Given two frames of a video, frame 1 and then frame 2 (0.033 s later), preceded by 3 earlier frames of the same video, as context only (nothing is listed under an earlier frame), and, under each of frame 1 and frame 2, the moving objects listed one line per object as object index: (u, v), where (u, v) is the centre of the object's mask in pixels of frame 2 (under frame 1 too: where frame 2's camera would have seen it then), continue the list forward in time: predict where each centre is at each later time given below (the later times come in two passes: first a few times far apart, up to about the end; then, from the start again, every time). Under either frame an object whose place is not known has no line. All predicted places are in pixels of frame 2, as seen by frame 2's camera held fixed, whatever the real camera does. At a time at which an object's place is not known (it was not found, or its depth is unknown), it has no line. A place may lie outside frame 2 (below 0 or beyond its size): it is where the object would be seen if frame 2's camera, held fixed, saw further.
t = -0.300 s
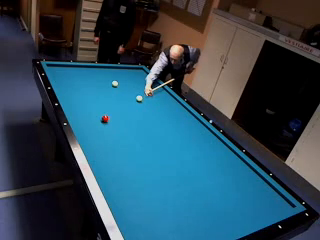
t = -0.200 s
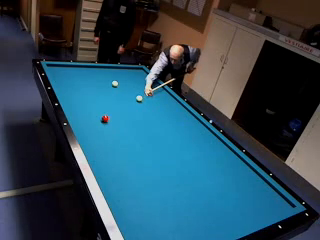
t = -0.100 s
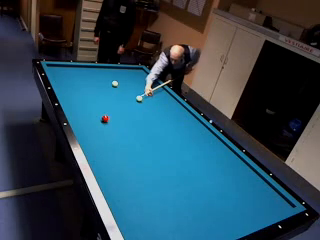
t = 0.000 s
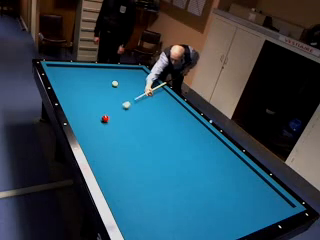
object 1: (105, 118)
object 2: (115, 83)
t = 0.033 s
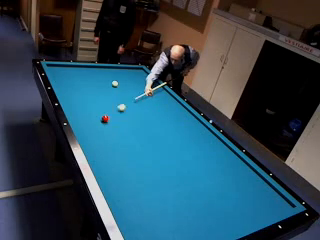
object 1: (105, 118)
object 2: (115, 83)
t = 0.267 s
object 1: (97, 134)
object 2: (115, 83)
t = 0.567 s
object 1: (108, 159)
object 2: (115, 83)
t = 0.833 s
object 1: (135, 176)
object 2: (115, 83)
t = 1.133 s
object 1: (167, 197)
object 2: (115, 83)
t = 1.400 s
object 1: (199, 216)
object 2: (115, 83)
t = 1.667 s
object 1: (224, 225)
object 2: (114, 81)
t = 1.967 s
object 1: (227, 204)
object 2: (113, 77)
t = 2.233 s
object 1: (229, 188)
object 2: (112, 75)
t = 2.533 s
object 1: (231, 173)
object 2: (111, 72)
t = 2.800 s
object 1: (233, 162)
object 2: (110, 69)
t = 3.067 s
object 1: (233, 152)
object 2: (109, 67)
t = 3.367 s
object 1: (218, 146)
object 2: (110, 67)
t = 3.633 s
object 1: (206, 141)
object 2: (112, 68)
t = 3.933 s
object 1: (192, 135)
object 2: (114, 70)
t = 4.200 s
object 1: (181, 131)
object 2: (115, 71)
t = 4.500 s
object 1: (169, 125)
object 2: (117, 72)
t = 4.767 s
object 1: (159, 121)
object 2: (118, 73)
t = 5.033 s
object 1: (149, 117)
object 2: (119, 74)
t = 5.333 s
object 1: (139, 112)
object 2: (120, 74)
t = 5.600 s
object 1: (131, 109)
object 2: (121, 75)
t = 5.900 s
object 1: (121, 105)
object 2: (121, 75)
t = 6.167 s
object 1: (114, 101)
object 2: (121, 76)
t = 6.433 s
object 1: (107, 99)
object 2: (122, 76)
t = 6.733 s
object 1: (99, 95)
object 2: (122, 76)
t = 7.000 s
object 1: (93, 92)
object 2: (122, 76)
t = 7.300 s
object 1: (86, 90)
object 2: (122, 76)
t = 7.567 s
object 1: (80, 87)
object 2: (122, 76)
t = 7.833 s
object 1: (75, 85)
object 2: (122, 76)
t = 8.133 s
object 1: (69, 83)
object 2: (122, 76)
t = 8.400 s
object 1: (65, 81)
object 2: (122, 76)
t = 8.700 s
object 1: (60, 79)
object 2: (122, 76)
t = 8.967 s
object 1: (56, 77)
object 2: (122, 76)
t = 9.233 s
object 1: (55, 76)
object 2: (122, 76)
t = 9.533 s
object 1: (56, 75)
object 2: (122, 76)
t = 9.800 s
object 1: (56, 75)
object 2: (122, 76)
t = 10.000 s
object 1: (57, 74)
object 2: (122, 76)
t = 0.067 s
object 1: (105, 119)
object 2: (115, 83)
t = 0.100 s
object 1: (105, 119)
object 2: (115, 83)
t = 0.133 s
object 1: (105, 119)
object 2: (115, 83)
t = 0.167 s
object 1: (102, 123)
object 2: (115, 83)
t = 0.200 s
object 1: (101, 127)
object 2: (115, 83)
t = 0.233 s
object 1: (99, 130)
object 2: (115, 83)
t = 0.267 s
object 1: (97, 134)
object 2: (115, 83)
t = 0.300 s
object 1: (95, 138)
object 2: (115, 83)
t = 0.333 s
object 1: (93, 142)
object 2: (115, 83)
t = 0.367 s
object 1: (92, 145)
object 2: (115, 83)
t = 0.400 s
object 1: (92, 149)
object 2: (115, 83)
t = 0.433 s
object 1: (95, 151)
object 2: (115, 83)
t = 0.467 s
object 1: (99, 153)
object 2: (115, 83)
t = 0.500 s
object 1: (102, 155)
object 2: (115, 83)
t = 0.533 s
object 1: (105, 157)
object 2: (115, 83)
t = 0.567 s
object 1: (108, 159)
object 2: (115, 83)
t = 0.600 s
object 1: (111, 161)
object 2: (115, 83)
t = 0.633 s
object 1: (115, 163)
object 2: (115, 83)
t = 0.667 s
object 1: (118, 165)
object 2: (115, 83)
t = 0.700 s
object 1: (121, 167)
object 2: (115, 83)
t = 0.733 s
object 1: (125, 169)
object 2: (115, 83)
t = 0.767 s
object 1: (128, 171)
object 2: (115, 83)
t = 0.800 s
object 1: (131, 174)
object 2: (115, 83)
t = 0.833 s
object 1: (135, 176)
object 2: (115, 83)
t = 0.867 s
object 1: (138, 178)
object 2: (115, 83)
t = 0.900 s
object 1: (142, 180)
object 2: (115, 83)
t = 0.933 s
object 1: (145, 182)
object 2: (115, 83)
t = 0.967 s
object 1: (149, 185)
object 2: (115, 83)
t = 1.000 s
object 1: (152, 187)
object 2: (115, 83)
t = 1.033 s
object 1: (156, 189)
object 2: (115, 83)
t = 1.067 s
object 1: (160, 192)
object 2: (115, 83)
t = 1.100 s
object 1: (163, 194)
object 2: (115, 83)
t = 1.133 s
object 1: (167, 197)
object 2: (115, 83)
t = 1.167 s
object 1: (171, 199)
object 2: (115, 83)
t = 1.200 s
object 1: (175, 201)
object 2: (115, 83)
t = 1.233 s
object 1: (179, 203)
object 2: (115, 83)
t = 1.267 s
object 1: (183, 206)
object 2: (115, 83)
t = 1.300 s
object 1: (186, 208)
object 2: (115, 83)
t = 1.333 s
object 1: (191, 211)
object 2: (115, 83)
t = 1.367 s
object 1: (195, 213)
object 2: (115, 83)
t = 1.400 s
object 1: (199, 216)
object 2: (115, 83)
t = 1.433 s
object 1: (203, 219)
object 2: (115, 82)
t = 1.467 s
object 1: (207, 221)
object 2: (115, 83)
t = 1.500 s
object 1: (211, 224)
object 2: (115, 84)
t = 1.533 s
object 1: (215, 227)
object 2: (114, 81)
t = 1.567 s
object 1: (220, 229)
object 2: (114, 81)
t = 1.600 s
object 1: (223, 230)
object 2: (114, 81)
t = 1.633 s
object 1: (224, 228)
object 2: (114, 81)
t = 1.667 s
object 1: (224, 225)
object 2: (114, 81)
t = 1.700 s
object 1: (224, 223)
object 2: (114, 81)
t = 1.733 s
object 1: (224, 220)
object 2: (114, 80)
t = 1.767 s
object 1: (225, 218)
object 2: (113, 80)
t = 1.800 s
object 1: (225, 215)
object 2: (113, 79)
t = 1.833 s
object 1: (225, 213)
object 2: (113, 79)
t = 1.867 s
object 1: (226, 210)
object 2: (113, 79)
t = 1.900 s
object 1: (226, 208)
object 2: (113, 78)
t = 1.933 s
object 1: (227, 206)
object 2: (113, 78)
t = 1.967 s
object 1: (227, 204)
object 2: (113, 77)
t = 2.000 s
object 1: (227, 202)
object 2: (113, 77)
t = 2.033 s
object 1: (227, 200)
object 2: (112, 77)
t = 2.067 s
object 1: (228, 198)
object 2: (112, 76)
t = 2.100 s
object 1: (228, 196)
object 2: (112, 76)
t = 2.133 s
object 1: (228, 194)
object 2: (112, 75)
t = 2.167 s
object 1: (229, 192)
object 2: (112, 75)
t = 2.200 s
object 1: (229, 190)
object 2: (112, 75)
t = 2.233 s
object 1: (229, 188)
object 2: (112, 75)
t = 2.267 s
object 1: (229, 186)
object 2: (112, 74)
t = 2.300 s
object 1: (230, 185)
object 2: (111, 74)
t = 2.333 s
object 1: (230, 183)
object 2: (111, 74)
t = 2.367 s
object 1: (230, 181)
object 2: (111, 73)
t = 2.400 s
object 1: (231, 180)
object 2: (111, 73)
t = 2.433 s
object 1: (230, 178)
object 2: (111, 73)
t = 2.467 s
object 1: (231, 176)
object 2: (111, 72)
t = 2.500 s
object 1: (231, 175)
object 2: (111, 72)
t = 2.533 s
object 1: (231, 173)
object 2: (111, 72)
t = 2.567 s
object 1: (231, 172)
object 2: (110, 72)
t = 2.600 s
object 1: (232, 170)
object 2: (110, 71)
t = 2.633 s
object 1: (232, 169)
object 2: (110, 71)
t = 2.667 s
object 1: (232, 167)
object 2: (110, 71)
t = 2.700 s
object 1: (232, 166)
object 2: (110, 70)
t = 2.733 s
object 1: (232, 164)
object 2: (110, 70)
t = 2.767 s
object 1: (232, 163)
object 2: (110, 70)
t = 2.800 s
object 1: (233, 162)
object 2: (110, 69)
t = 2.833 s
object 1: (233, 161)
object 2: (110, 69)
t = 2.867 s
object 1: (233, 159)
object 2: (110, 69)
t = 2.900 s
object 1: (233, 158)
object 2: (109, 68)
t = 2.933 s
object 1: (234, 157)
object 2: (109, 68)
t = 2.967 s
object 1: (234, 156)
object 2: (109, 68)
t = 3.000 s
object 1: (234, 154)
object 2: (109, 68)
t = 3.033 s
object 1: (234, 153)
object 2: (109, 67)
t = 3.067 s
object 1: (233, 152)
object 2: (109, 67)
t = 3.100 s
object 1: (231, 151)
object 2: (109, 67)
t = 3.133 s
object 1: (229, 151)
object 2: (109, 67)
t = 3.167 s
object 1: (228, 150)
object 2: (109, 66)
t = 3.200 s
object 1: (226, 149)
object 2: (109, 67)
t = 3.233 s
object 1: (224, 149)
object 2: (109, 67)
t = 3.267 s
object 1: (223, 148)
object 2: (109, 67)
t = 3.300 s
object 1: (221, 147)
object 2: (110, 67)
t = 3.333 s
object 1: (220, 147)
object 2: (110, 67)
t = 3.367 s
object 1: (218, 146)
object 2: (110, 67)
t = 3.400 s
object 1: (217, 146)
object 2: (110, 67)
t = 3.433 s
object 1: (215, 145)
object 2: (110, 68)
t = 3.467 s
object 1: (213, 144)
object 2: (111, 68)
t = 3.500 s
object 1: (212, 143)
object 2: (111, 68)
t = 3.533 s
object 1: (211, 143)
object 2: (111, 68)
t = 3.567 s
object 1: (208, 142)
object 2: (111, 68)
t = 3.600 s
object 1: (207, 141)
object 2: (112, 68)
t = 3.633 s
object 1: (206, 141)
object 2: (112, 68)
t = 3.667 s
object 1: (204, 140)
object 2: (112, 69)
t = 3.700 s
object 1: (203, 140)
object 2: (112, 69)
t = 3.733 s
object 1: (201, 139)
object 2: (113, 69)
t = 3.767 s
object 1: (200, 139)
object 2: (113, 69)
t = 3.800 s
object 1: (198, 138)
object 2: (113, 69)
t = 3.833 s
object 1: (197, 137)
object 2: (113, 69)
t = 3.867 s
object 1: (195, 136)
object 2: (113, 69)
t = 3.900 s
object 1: (194, 136)
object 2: (113, 69)
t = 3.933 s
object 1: (192, 135)
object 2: (114, 70)
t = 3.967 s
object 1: (191, 135)
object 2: (114, 70)
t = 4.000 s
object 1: (189, 134)
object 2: (114, 70)
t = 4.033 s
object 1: (188, 133)
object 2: (114, 70)
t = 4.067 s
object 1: (187, 133)
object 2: (114, 70)
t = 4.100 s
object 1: (185, 132)
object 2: (115, 70)
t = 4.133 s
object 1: (184, 132)
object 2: (115, 71)
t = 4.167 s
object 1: (182, 131)
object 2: (115, 71)
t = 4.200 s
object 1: (181, 131)
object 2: (115, 71)
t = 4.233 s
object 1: (180, 130)
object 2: (115, 71)
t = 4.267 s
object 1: (178, 129)
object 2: (115, 71)
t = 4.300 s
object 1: (177, 129)
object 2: (116, 71)
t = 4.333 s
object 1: (176, 128)
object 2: (116, 71)
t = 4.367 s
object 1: (174, 128)
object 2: (116, 71)
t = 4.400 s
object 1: (173, 127)
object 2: (116, 71)
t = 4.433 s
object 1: (171, 126)
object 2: (116, 72)
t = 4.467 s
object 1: (170, 126)
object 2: (116, 72)
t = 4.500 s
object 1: (169, 125)
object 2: (117, 72)
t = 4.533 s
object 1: (168, 125)
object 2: (117, 72)
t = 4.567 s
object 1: (167, 124)
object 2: (117, 72)
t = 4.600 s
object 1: (165, 124)
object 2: (117, 72)
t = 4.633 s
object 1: (164, 123)
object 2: (117, 72)
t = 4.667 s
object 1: (163, 123)
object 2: (117, 72)
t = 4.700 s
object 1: (162, 122)
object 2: (117, 73)
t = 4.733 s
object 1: (160, 122)
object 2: (118, 73)
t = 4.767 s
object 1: (159, 121)
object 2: (118, 73)
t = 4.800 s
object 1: (158, 120)
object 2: (118, 73)
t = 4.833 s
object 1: (156, 120)
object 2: (118, 73)
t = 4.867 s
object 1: (155, 119)
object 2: (118, 73)
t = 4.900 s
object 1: (154, 119)
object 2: (118, 73)
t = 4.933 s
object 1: (153, 118)
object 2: (118, 73)
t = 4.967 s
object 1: (152, 118)
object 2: (118, 73)
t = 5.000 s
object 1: (151, 117)
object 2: (119, 74)
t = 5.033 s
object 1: (149, 117)
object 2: (119, 74)
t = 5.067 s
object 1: (148, 116)
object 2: (119, 74)
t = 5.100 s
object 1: (147, 116)
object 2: (119, 74)
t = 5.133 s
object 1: (146, 115)
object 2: (119, 74)
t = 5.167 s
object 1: (145, 115)
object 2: (119, 74)
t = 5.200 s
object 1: (144, 115)
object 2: (119, 74)
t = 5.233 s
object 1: (142, 114)
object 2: (119, 74)
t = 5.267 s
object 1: (141, 113)
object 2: (120, 74)
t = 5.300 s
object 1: (140, 113)
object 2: (120, 74)
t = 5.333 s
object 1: (139, 112)
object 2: (120, 74)
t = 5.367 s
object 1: (138, 112)
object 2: (120, 74)
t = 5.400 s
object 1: (137, 111)
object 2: (120, 74)
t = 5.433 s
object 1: (136, 111)
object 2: (120, 74)
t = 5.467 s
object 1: (135, 110)
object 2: (120, 74)
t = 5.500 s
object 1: (134, 110)
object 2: (120, 75)
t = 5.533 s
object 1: (133, 110)
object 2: (120, 75)
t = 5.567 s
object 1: (132, 109)
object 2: (120, 75)
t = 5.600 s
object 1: (131, 109)
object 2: (121, 75)
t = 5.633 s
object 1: (130, 109)
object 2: (121, 75)
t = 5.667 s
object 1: (129, 108)
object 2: (121, 75)
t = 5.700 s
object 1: (128, 108)
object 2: (121, 75)
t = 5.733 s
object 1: (126, 107)
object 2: (121, 75)
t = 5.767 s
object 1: (126, 107)
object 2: (121, 75)
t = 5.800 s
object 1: (124, 106)
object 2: (121, 75)
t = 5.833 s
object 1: (124, 106)
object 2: (121, 75)
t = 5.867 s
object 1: (122, 105)
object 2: (121, 75)
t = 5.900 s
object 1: (121, 105)
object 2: (121, 75)
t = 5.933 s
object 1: (120, 105)
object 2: (121, 75)
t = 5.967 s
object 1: (119, 104)
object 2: (121, 75)
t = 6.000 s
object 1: (118, 103)
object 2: (121, 75)
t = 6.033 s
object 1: (118, 103)
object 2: (121, 75)
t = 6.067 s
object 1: (116, 103)
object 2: (121, 75)
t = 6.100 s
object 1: (116, 103)
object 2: (121, 75)
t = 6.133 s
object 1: (115, 102)
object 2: (121, 75)
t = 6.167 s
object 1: (114, 101)
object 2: (121, 76)
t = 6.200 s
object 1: (113, 101)
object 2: (121, 76)
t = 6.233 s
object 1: (112, 101)
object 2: (121, 76)
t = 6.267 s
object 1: (111, 100)
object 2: (121, 76)
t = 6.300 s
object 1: (110, 100)
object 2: (121, 76)
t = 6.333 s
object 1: (109, 100)
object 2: (121, 76)
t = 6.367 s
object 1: (108, 99)
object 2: (121, 76)
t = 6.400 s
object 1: (108, 99)
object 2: (122, 76)
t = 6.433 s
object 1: (107, 99)
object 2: (122, 76)
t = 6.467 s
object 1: (106, 98)
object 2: (122, 76)
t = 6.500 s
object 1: (105, 98)
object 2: (122, 76)
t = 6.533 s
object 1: (104, 97)
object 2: (122, 76)
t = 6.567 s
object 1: (103, 97)
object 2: (122, 76)
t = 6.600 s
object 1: (102, 97)
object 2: (122, 76)
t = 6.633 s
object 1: (102, 96)
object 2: (122, 76)
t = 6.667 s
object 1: (101, 96)
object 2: (122, 76)
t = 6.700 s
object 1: (100, 96)
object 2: (122, 76)
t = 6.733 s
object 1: (99, 95)
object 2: (122, 76)
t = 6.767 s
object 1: (98, 95)
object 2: (122, 76)
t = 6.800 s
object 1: (98, 95)
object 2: (122, 76)
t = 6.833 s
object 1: (97, 94)
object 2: (122, 76)
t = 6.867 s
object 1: (96, 94)
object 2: (122, 76)
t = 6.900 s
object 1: (95, 94)
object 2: (122, 76)
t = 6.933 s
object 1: (94, 93)
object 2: (122, 76)
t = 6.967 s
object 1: (93, 93)
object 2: (122, 76)
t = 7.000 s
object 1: (93, 92)
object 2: (122, 76)
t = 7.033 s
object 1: (92, 92)
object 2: (122, 76)
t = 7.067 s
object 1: (91, 92)
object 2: (122, 76)
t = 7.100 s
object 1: (90, 92)
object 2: (122, 76)
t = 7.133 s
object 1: (90, 91)
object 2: (122, 76)
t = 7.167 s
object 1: (89, 91)
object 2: (122, 76)
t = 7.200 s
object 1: (88, 91)
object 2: (122, 76)
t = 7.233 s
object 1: (87, 91)
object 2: (122, 76)
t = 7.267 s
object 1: (87, 90)
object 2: (122, 76)
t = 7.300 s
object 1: (86, 90)
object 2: (122, 76)
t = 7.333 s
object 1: (85, 89)
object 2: (122, 76)
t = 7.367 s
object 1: (84, 89)
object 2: (122, 76)
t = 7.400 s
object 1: (84, 89)
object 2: (122, 76)
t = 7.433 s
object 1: (83, 89)
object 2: (122, 76)
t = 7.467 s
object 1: (82, 88)
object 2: (122, 76)
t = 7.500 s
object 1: (82, 88)
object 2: (122, 76)
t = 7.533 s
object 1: (81, 88)
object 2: (122, 76)
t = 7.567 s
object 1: (80, 87)
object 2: (122, 76)
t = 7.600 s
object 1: (79, 87)
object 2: (122, 76)
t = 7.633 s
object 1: (79, 87)
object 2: (122, 76)
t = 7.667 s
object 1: (78, 86)
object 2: (122, 76)
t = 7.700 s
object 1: (77, 86)
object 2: (122, 76)
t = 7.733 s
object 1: (77, 86)
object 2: (122, 76)
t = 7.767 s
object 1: (76, 86)
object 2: (122, 76)
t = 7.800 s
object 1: (75, 86)
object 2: (122, 76)
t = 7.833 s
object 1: (75, 85)
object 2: (122, 76)
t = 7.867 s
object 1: (74, 85)
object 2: (122, 76)
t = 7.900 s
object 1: (73, 85)
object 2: (122, 76)
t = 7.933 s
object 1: (73, 85)
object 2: (122, 76)
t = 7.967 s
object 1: (72, 84)
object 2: (122, 76)
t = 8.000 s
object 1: (72, 84)
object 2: (122, 76)
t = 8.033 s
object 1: (71, 84)
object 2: (122, 76)
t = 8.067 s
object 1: (70, 83)
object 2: (122, 76)
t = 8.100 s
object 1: (70, 83)
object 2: (122, 76)
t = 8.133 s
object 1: (69, 83)
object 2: (122, 76)
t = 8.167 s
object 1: (69, 83)
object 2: (122, 76)
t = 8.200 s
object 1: (68, 83)
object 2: (122, 76)
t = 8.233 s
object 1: (67, 82)
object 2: (122, 76)
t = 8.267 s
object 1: (67, 82)
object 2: (122, 76)
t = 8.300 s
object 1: (66, 82)
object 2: (122, 76)
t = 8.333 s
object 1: (66, 81)
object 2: (122, 76)
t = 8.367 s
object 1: (65, 81)
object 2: (122, 76)
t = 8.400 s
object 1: (65, 81)
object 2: (122, 76)
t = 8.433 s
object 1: (64, 81)
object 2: (122, 76)
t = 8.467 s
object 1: (64, 81)
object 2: (122, 76)
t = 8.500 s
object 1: (63, 80)
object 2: (122, 76)
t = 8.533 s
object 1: (63, 80)
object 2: (122, 76)
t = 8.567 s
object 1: (62, 80)
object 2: (122, 76)
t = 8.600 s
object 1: (61, 80)
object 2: (122, 76)
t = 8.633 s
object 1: (61, 79)
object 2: (122, 76)
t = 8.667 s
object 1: (60, 79)
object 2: (122, 76)
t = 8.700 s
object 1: (60, 79)
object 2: (122, 76)
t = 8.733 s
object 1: (60, 79)
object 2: (122, 76)
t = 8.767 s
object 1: (59, 79)
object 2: (122, 76)
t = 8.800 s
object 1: (59, 78)
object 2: (122, 76)
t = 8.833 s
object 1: (58, 78)
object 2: (122, 76)
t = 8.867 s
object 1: (58, 78)
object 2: (122, 76)
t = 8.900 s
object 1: (57, 78)
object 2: (122, 76)
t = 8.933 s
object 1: (57, 78)
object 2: (122, 76)
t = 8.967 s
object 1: (56, 77)
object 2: (122, 76)
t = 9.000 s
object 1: (56, 77)
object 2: (122, 76)
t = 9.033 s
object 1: (55, 77)
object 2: (122, 76)
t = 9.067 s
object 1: (55, 77)
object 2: (122, 76)
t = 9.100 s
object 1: (55, 76)
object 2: (122, 76)
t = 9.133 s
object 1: (55, 76)
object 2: (122, 76)
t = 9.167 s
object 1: (55, 76)
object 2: (122, 76)
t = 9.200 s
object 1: (55, 76)
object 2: (122, 76)
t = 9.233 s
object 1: (55, 76)
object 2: (122, 76)
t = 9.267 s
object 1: (55, 76)
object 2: (122, 76)
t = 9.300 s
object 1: (55, 76)
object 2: (122, 76)
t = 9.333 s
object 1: (55, 76)
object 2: (122, 76)
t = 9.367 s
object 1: (55, 76)
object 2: (122, 76)
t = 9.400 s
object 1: (55, 76)
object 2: (122, 76)
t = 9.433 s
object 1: (55, 76)
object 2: (122, 76)
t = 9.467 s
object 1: (55, 75)
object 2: (122, 76)
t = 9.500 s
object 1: (56, 75)
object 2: (122, 76)
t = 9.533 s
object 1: (56, 75)
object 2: (122, 76)
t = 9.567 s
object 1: (56, 75)
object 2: (122, 76)
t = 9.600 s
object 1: (56, 75)
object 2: (122, 76)
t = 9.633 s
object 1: (56, 75)
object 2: (122, 76)
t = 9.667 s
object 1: (56, 75)
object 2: (122, 76)
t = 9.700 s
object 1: (56, 75)
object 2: (122, 76)
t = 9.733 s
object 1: (56, 75)
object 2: (122, 76)
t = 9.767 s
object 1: (56, 75)
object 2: (122, 76)
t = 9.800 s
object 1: (56, 75)
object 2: (122, 76)
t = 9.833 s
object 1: (57, 75)
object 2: (122, 76)
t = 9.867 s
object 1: (57, 75)
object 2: (122, 76)
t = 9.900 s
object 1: (57, 75)
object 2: (122, 76)
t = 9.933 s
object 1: (57, 74)
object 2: (122, 76)
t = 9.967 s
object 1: (57, 74)
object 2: (122, 76)
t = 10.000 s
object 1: (57, 74)
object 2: (122, 76)
